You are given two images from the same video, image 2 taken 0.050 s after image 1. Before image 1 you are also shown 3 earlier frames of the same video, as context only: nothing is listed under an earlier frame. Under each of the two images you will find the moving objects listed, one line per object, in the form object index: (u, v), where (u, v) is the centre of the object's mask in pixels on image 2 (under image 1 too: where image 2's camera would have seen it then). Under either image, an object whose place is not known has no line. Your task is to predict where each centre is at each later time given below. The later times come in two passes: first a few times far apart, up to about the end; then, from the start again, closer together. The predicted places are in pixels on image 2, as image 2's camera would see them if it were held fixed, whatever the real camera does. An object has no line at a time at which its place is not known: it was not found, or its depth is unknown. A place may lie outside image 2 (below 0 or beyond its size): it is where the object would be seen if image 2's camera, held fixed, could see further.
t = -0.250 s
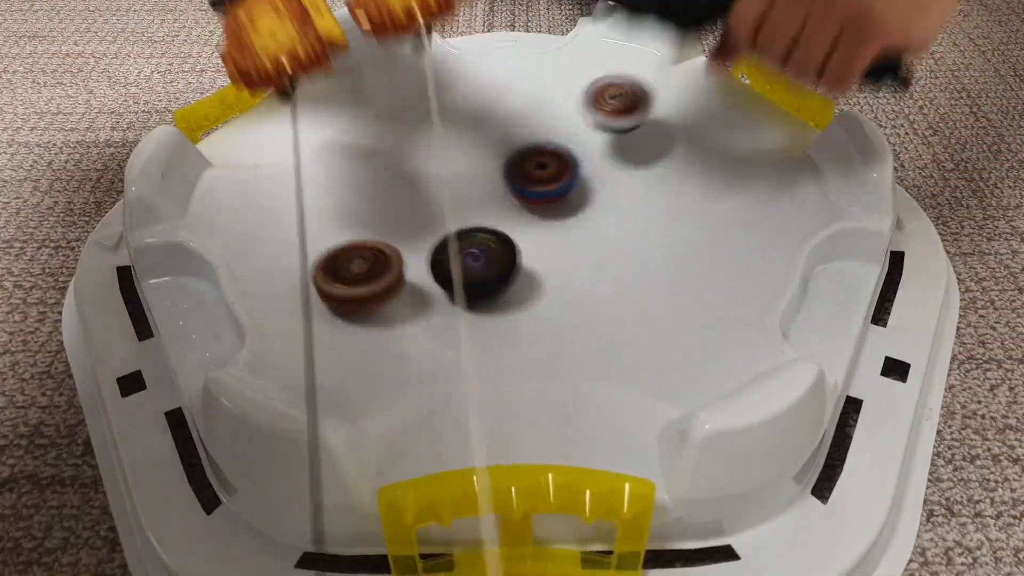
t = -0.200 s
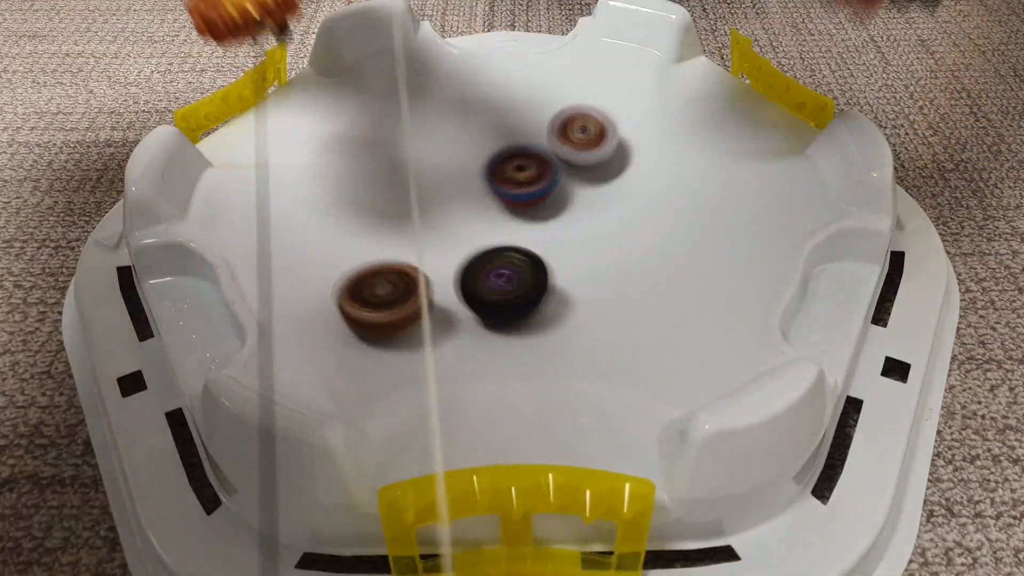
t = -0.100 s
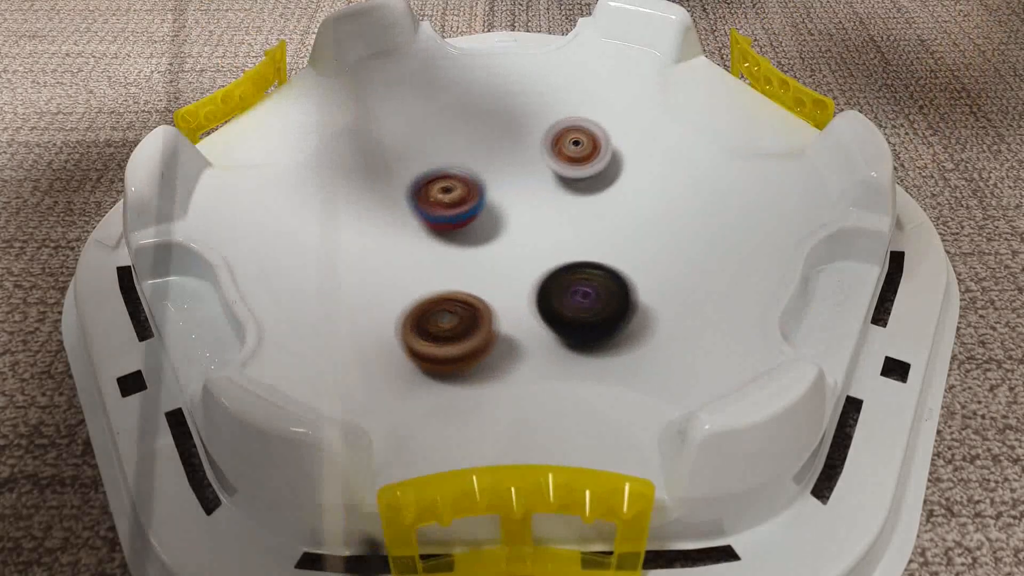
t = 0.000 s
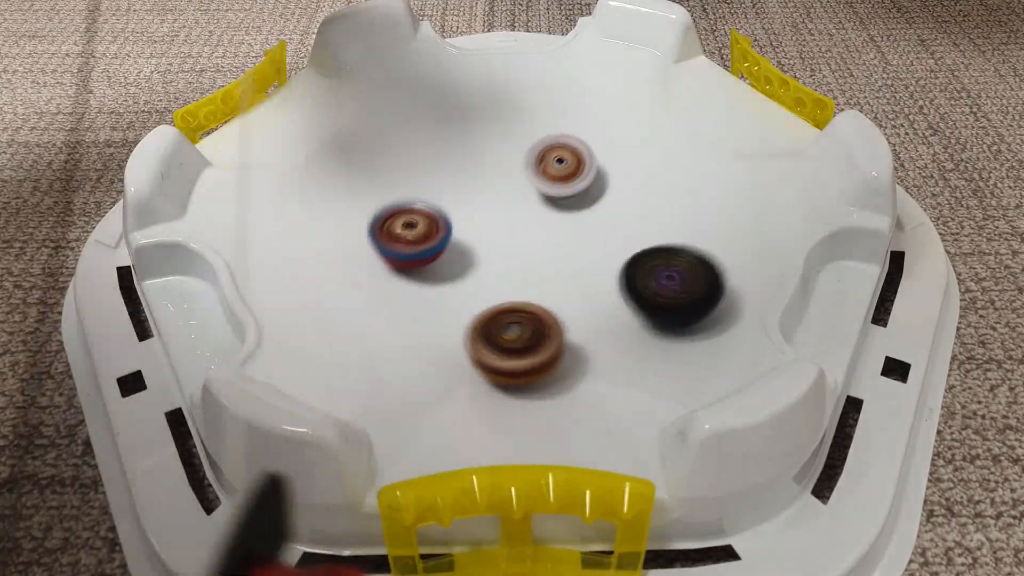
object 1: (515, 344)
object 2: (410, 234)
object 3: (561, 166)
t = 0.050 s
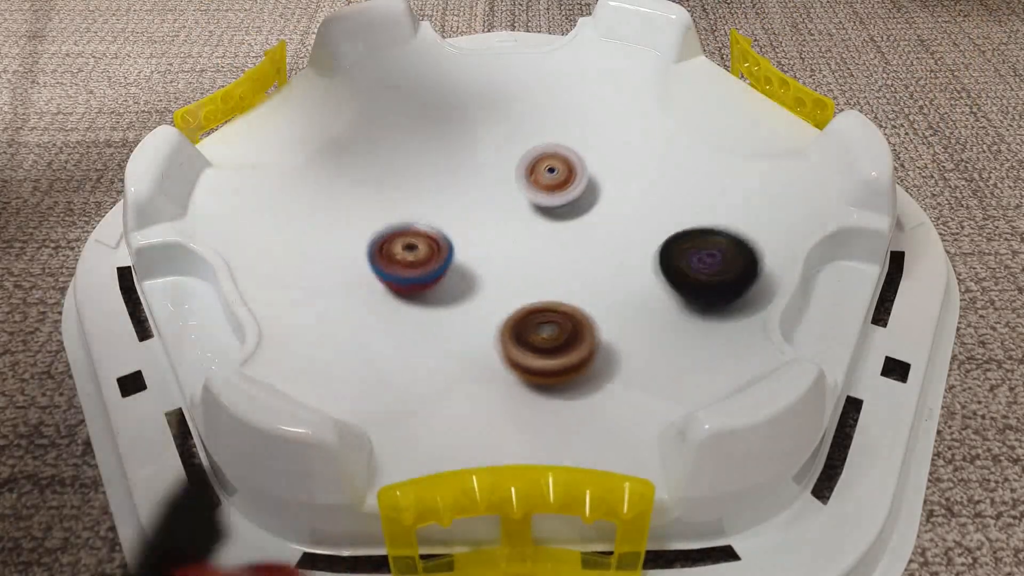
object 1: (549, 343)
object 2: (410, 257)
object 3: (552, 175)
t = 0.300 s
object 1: (711, 272)
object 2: (556, 297)
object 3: (539, 215)
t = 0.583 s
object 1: (730, 125)
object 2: (606, 229)
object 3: (548, 141)
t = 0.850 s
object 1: (633, 69)
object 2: (477, 270)
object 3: (510, 111)
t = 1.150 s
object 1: (435, 161)
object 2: (474, 362)
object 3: (452, 220)
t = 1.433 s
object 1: (443, 302)
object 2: (414, 423)
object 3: (572, 291)
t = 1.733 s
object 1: (638, 263)
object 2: (409, 414)
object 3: (619, 200)
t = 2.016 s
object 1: (546, 154)
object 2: (459, 368)
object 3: (456, 172)
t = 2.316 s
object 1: (399, 193)
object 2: (601, 257)
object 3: (400, 274)
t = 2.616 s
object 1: (484, 273)
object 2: (506, 88)
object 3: (594, 273)
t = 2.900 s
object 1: (522, 191)
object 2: (327, 88)
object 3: (593, 163)
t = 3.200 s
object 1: (413, 176)
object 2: (327, 110)
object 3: (477, 141)
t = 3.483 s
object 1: (489, 246)
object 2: (400, 245)
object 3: (436, 176)
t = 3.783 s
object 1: (596, 193)
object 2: (641, 238)
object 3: (452, 221)
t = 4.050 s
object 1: (516, 149)
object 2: (610, 134)
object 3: (504, 240)
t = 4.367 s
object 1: (394, 222)
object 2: (507, 179)
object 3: (556, 225)
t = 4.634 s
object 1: (519, 285)
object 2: (497, 225)
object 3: (582, 221)
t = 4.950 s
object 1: (557, 235)
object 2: (421, 243)
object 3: (621, 182)
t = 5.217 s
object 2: (459, 270)
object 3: (568, 187)
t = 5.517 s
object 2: (524, 298)
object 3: (543, 216)
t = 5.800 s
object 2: (590, 269)
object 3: (553, 206)
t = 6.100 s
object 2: (593, 248)
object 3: (533, 214)
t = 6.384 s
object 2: (637, 334)
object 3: (732, 129)
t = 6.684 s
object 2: (522, 357)
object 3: (637, 172)
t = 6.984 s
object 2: (404, 336)
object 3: (712, 139)
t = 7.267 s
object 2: (386, 246)
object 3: (623, 243)
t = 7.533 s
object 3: (657, 263)
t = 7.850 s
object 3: (653, 262)
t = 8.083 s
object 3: (647, 262)
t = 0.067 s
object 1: (559, 340)
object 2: (414, 265)
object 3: (549, 178)
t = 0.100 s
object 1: (577, 335)
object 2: (427, 279)
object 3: (545, 184)
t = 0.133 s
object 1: (594, 330)
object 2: (447, 293)
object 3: (541, 190)
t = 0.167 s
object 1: (609, 321)
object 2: (475, 303)
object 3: (538, 195)
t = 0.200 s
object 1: (622, 312)
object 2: (509, 310)
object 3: (536, 201)
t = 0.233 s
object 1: (643, 302)
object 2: (537, 310)
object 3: (535, 205)
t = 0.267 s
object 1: (679, 288)
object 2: (546, 305)
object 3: (536, 210)
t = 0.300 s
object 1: (711, 272)
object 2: (556, 297)
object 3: (539, 215)
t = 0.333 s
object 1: (737, 253)
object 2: (567, 285)
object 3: (542, 217)
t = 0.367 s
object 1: (756, 234)
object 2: (577, 270)
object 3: (546, 218)
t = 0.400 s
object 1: (768, 214)
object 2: (588, 255)
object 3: (550, 210)
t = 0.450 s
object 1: (773, 184)
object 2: (605, 259)
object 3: (553, 182)
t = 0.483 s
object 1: (768, 166)
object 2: (611, 253)
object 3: (553, 171)
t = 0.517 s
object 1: (759, 150)
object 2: (613, 245)
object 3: (552, 158)
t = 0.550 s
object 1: (744, 137)
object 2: (611, 238)
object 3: (550, 148)
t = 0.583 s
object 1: (730, 125)
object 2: (606, 229)
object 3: (548, 141)
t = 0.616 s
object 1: (717, 111)
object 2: (597, 222)
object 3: (545, 138)
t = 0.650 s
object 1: (704, 98)
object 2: (584, 215)
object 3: (542, 139)
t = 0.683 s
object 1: (692, 89)
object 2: (568, 209)
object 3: (538, 144)
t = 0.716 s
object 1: (679, 81)
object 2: (549, 207)
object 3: (535, 149)
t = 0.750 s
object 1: (667, 74)
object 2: (529, 225)
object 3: (530, 135)
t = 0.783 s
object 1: (657, 67)
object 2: (510, 241)
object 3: (523, 123)
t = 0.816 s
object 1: (647, 65)
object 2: (492, 256)
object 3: (517, 115)
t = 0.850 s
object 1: (633, 69)
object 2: (477, 270)
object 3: (510, 111)
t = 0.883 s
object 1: (616, 73)
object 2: (464, 281)
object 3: (503, 111)
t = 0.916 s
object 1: (596, 80)
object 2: (455, 293)
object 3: (496, 115)
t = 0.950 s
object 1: (574, 87)
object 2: (450, 303)
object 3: (490, 123)
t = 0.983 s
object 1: (551, 96)
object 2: (448, 314)
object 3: (483, 134)
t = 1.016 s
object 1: (525, 107)
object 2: (449, 325)
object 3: (476, 149)
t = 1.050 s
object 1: (502, 117)
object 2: (453, 334)
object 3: (469, 165)
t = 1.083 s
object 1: (480, 129)
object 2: (461, 342)
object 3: (460, 184)
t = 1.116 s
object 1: (457, 143)
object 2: (469, 353)
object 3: (455, 201)
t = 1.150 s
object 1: (435, 161)
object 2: (474, 362)
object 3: (452, 220)
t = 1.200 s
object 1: (409, 187)
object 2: (471, 377)
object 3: (455, 244)
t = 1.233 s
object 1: (397, 203)
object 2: (464, 385)
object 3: (463, 258)
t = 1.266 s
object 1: (389, 223)
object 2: (454, 393)
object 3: (475, 270)
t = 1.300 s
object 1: (388, 241)
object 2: (445, 402)
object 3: (492, 279)
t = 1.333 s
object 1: (393, 259)
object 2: (435, 408)
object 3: (512, 288)
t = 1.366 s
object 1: (405, 277)
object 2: (424, 415)
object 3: (532, 293)
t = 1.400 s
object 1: (423, 292)
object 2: (410, 421)
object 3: (553, 294)
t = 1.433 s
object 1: (443, 302)
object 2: (414, 423)
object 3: (572, 291)
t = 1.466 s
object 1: (465, 311)
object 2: (419, 426)
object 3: (589, 287)
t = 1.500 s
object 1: (488, 314)
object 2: (420, 427)
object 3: (604, 281)
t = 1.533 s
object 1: (515, 317)
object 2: (417, 427)
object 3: (617, 271)
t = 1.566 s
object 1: (541, 315)
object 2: (414, 426)
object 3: (628, 262)
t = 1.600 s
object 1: (566, 310)
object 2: (412, 424)
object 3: (635, 251)
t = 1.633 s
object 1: (590, 302)
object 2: (410, 420)
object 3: (639, 238)
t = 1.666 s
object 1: (611, 290)
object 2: (409, 414)
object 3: (637, 226)
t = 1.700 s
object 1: (627, 276)
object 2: (409, 412)
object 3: (631, 212)
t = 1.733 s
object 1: (638, 263)
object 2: (409, 414)
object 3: (619, 200)
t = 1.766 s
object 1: (644, 248)
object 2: (411, 413)
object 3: (604, 189)
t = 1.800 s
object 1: (644, 232)
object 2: (415, 409)
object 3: (586, 181)
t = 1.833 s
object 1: (640, 217)
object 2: (421, 403)
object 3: (567, 173)
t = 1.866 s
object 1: (632, 202)
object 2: (426, 397)
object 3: (546, 168)
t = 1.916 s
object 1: (610, 181)
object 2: (436, 388)
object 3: (515, 164)
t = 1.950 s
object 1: (591, 170)
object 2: (443, 382)
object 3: (495, 164)
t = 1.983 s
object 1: (570, 161)
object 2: (451, 375)
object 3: (475, 166)
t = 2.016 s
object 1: (546, 154)
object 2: (459, 368)
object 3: (456, 172)
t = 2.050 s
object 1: (522, 150)
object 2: (465, 360)
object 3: (437, 179)
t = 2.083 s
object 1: (497, 148)
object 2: (473, 353)
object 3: (420, 188)
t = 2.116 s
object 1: (477, 147)
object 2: (485, 346)
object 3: (405, 199)
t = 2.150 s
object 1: (458, 150)
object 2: (501, 337)
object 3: (394, 212)
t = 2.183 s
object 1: (442, 155)
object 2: (520, 326)
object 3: (387, 225)
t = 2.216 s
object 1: (426, 163)
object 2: (542, 312)
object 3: (384, 238)
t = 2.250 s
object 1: (413, 172)
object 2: (565, 297)
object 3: (385, 252)
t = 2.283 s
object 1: (405, 181)
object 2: (585, 277)
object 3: (391, 264)
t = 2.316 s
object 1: (399, 193)
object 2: (601, 257)
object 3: (400, 274)
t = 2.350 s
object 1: (396, 206)
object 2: (611, 233)
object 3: (414, 283)
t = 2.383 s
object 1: (395, 220)
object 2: (617, 211)
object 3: (430, 290)
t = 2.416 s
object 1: (399, 235)
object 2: (614, 188)
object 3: (450, 294)
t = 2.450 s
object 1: (409, 249)
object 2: (606, 165)
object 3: (471, 297)
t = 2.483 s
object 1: (423, 261)
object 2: (593, 145)
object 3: (493, 297)
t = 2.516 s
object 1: (440, 270)
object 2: (574, 126)
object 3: (515, 294)
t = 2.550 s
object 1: (454, 273)
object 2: (554, 110)
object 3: (545, 291)
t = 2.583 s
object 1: (469, 275)
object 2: (531, 98)
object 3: (572, 283)
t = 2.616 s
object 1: (484, 273)
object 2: (506, 88)
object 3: (594, 273)
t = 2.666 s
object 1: (510, 266)
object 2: (468, 76)
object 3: (615, 253)
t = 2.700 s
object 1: (525, 257)
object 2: (443, 70)
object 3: (622, 240)
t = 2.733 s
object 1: (537, 247)
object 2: (418, 69)
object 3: (623, 227)
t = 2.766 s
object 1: (545, 237)
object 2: (394, 70)
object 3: (619, 214)
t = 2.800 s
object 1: (543, 226)
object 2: (373, 73)
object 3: (619, 199)
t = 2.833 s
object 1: (538, 214)
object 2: (355, 78)
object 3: (615, 186)
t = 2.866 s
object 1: (531, 202)
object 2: (338, 86)
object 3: (606, 174)
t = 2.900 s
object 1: (522, 191)
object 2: (327, 88)
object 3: (593, 163)
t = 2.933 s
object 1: (513, 183)
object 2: (323, 91)
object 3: (578, 155)
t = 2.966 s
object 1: (495, 174)
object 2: (321, 92)
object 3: (567, 148)
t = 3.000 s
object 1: (476, 167)
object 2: (320, 94)
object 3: (556, 143)
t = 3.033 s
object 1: (461, 162)
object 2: (321, 96)
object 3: (543, 139)
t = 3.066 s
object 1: (449, 161)
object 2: (320, 98)
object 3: (527, 136)
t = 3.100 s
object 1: (438, 161)
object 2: (321, 101)
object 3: (510, 136)
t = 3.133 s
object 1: (428, 164)
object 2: (322, 103)
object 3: (495, 136)
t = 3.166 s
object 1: (418, 169)
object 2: (325, 106)
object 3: (486, 138)
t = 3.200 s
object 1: (413, 176)
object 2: (327, 110)
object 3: (477, 141)
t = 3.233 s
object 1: (412, 185)
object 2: (330, 116)
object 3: (469, 144)
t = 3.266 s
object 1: (414, 195)
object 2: (332, 126)
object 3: (462, 147)
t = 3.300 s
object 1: (419, 206)
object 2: (337, 139)
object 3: (456, 150)
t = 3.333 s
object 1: (427, 217)
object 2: (342, 155)
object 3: (451, 154)
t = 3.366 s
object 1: (438, 226)
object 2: (349, 173)
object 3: (446, 159)
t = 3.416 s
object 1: (454, 237)
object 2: (366, 207)
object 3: (440, 166)
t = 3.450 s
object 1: (468, 242)
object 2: (384, 227)
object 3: (438, 171)
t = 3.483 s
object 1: (489, 246)
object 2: (400, 245)
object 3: (436, 176)
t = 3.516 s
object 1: (509, 249)
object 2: (422, 261)
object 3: (435, 182)
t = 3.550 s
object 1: (529, 246)
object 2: (452, 272)
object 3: (434, 187)
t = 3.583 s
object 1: (546, 243)
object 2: (483, 279)
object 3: (435, 192)
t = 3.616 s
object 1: (562, 237)
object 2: (519, 281)
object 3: (436, 197)
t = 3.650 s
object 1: (574, 227)
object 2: (547, 279)
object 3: (438, 202)
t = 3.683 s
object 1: (584, 216)
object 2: (577, 276)
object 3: (440, 207)
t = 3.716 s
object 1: (591, 207)
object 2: (601, 266)
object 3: (443, 212)
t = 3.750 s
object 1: (595, 200)
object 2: (624, 254)
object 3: (447, 217)
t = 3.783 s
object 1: (596, 193)
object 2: (641, 238)
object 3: (452, 221)
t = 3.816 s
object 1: (596, 187)
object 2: (653, 221)
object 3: (457, 225)
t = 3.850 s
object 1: (592, 181)
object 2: (659, 204)
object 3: (463, 229)
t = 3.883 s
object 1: (587, 175)
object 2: (660, 187)
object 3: (469, 232)
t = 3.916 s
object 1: (576, 168)
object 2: (660, 173)
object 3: (476, 234)
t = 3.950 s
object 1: (562, 161)
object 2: (655, 160)
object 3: (483, 237)
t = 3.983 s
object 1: (546, 155)
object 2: (644, 149)
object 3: (490, 238)
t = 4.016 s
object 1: (530, 150)
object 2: (628, 140)
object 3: (497, 239)
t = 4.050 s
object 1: (516, 149)
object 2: (610, 134)
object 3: (504, 240)
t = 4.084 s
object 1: (503, 150)
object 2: (586, 131)
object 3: (511, 240)
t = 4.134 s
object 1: (475, 155)
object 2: (560, 131)
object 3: (522, 239)
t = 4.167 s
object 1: (449, 160)
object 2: (552, 134)
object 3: (528, 238)
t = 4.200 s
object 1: (427, 166)
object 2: (545, 138)
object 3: (534, 237)
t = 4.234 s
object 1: (409, 175)
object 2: (536, 145)
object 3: (540, 235)
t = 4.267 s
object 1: (398, 185)
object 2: (529, 152)
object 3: (545, 233)
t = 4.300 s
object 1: (391, 196)
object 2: (520, 159)
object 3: (550, 231)
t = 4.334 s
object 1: (390, 209)
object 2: (513, 169)
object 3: (553, 228)
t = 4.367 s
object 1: (394, 222)
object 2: (507, 179)
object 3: (556, 225)
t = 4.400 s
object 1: (405, 235)
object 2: (501, 190)
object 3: (559, 223)
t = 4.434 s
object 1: (419, 247)
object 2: (494, 198)
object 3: (568, 225)
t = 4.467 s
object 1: (438, 257)
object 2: (487, 206)
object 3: (578, 226)
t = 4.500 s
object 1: (457, 264)
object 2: (483, 210)
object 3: (584, 226)
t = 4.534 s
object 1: (472, 274)
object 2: (485, 214)
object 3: (587, 226)
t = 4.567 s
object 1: (486, 281)
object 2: (489, 218)
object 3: (588, 225)
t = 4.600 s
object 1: (503, 284)
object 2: (493, 222)
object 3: (586, 223)
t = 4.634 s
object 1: (519, 285)
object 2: (497, 225)
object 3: (582, 221)
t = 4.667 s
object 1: (537, 282)
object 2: (488, 226)
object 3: (591, 218)
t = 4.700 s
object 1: (552, 278)
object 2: (471, 224)
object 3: (606, 215)
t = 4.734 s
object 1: (566, 271)
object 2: (457, 223)
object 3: (615, 212)
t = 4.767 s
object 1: (576, 263)
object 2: (445, 222)
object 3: (619, 209)
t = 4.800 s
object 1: (580, 257)
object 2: (435, 224)
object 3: (624, 202)
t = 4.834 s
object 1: (577, 252)
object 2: (427, 227)
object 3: (628, 195)
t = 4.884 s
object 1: (571, 245)
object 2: (421, 234)
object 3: (629, 187)
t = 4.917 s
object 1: (565, 240)
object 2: (420, 240)
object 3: (626, 184)
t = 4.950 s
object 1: (557, 235)
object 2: (421, 243)
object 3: (621, 182)
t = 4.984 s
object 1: (549, 230)
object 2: (424, 247)
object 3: (615, 181)
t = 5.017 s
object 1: (541, 225)
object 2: (428, 252)
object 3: (608, 180)
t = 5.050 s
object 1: (533, 221)
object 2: (434, 254)
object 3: (600, 180)
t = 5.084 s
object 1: (525, 218)
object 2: (441, 256)
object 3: (592, 180)
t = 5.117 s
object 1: (515, 215)
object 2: (448, 258)
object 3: (584, 181)
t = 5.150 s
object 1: (503, 213)
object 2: (456, 258)
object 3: (578, 182)
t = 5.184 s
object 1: (493, 210)
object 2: (464, 258)
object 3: (572, 184)
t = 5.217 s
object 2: (459, 270)
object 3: (568, 187)
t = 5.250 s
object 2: (456, 279)
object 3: (570, 190)
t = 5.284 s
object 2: (459, 288)
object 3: (570, 193)
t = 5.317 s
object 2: (466, 295)
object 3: (569, 197)
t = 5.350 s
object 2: (476, 299)
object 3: (565, 200)
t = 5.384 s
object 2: (486, 302)
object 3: (560, 203)
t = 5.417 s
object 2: (496, 303)
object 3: (556, 206)
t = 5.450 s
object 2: (505, 302)
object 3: (552, 209)
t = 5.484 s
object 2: (514, 300)
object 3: (547, 213)
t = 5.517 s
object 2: (524, 298)
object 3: (543, 216)
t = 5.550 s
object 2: (534, 293)
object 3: (538, 219)
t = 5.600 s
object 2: (548, 281)
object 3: (532, 224)
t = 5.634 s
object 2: (555, 273)
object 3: (526, 225)
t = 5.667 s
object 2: (563, 269)
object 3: (522, 220)
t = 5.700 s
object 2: (567, 266)
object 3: (517, 215)
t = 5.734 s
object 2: (571, 262)
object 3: (533, 217)
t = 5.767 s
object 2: (581, 266)
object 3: (545, 211)
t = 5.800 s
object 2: (590, 269)
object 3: (553, 206)
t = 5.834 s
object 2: (596, 268)
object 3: (560, 201)
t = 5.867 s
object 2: (600, 266)
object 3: (564, 198)
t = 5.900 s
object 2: (602, 263)
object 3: (567, 197)
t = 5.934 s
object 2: (604, 260)
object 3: (567, 197)
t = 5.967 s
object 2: (603, 257)
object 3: (564, 199)
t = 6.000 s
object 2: (602, 255)
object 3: (559, 203)
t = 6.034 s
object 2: (598, 251)
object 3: (551, 207)
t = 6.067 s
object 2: (594, 248)
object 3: (540, 211)
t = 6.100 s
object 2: (593, 248)
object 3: (533, 214)
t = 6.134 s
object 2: (603, 262)
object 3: (549, 211)
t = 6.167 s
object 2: (613, 276)
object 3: (564, 208)
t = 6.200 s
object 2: (625, 293)
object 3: (580, 203)
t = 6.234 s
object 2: (632, 303)
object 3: (590, 198)
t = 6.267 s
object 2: (636, 313)
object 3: (611, 167)
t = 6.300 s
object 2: (638, 319)
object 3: (645, 138)
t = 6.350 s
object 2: (639, 331)
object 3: (699, 123)
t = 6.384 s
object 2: (637, 334)
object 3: (732, 129)
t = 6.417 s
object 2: (634, 339)
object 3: (765, 157)
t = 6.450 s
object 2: (628, 344)
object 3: (789, 175)
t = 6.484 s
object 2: (622, 346)
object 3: (783, 155)
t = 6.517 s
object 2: (613, 350)
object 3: (765, 132)
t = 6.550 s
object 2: (600, 352)
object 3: (746, 128)
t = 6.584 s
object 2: (580, 353)
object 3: (725, 138)
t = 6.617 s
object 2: (561, 355)
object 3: (703, 161)
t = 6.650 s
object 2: (541, 358)
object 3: (673, 169)
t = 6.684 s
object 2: (522, 357)
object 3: (637, 172)
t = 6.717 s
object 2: (503, 359)
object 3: (644, 162)
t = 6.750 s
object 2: (485, 358)
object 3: (675, 139)
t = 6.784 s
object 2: (465, 357)
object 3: (704, 119)
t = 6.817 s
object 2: (447, 353)
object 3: (729, 110)
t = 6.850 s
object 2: (431, 353)
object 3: (753, 102)
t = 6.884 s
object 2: (419, 349)
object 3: (756, 100)
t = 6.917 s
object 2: (413, 347)
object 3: (741, 114)
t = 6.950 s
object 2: (408, 341)
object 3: (726, 124)
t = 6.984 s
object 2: (404, 336)
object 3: (712, 139)
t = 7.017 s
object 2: (401, 328)
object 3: (695, 154)
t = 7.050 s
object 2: (401, 318)
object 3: (676, 171)
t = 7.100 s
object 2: (402, 305)
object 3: (638, 196)
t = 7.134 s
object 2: (405, 293)
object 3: (607, 212)
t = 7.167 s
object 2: (411, 283)
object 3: (610, 220)
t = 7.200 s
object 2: (407, 272)
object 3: (612, 229)
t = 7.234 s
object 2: (393, 258)
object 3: (611, 238)
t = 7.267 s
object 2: (386, 246)
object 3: (623, 243)
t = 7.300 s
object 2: (373, 233)
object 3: (636, 250)
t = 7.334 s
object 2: (356, 224)
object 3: (648, 258)
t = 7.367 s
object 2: (348, 213)
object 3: (656, 260)
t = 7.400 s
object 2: (344, 206)
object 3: (659, 263)
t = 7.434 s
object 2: (344, 197)
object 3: (659, 263)
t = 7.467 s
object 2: (345, 191)
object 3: (658, 263)
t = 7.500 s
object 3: (658, 263)
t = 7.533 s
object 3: (657, 263)
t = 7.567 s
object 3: (657, 262)
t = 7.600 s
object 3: (657, 263)
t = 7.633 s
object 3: (656, 263)
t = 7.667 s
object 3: (656, 262)
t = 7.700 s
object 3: (655, 263)
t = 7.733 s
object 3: (654, 262)
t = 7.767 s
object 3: (654, 263)
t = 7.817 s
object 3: (653, 263)
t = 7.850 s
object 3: (653, 262)
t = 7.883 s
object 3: (652, 263)
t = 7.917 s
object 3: (652, 262)
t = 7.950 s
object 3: (650, 262)
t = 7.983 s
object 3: (649, 262)
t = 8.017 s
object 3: (648, 262)
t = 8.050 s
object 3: (647, 262)
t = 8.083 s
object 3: (647, 262)
